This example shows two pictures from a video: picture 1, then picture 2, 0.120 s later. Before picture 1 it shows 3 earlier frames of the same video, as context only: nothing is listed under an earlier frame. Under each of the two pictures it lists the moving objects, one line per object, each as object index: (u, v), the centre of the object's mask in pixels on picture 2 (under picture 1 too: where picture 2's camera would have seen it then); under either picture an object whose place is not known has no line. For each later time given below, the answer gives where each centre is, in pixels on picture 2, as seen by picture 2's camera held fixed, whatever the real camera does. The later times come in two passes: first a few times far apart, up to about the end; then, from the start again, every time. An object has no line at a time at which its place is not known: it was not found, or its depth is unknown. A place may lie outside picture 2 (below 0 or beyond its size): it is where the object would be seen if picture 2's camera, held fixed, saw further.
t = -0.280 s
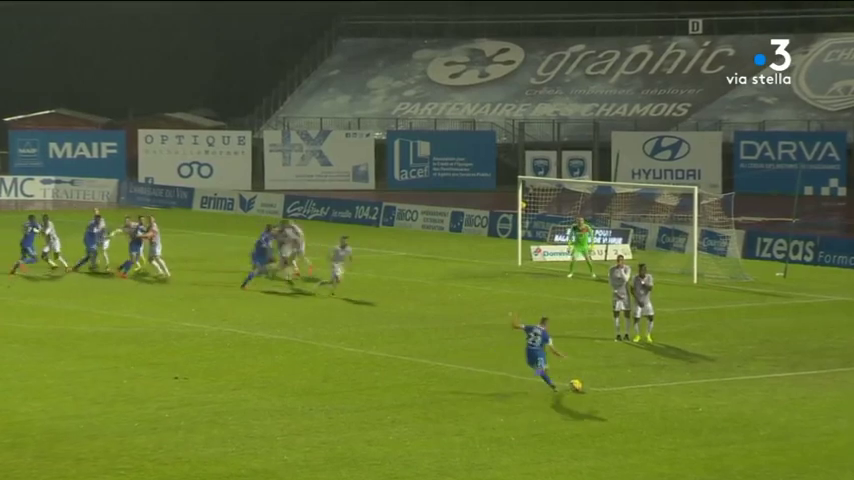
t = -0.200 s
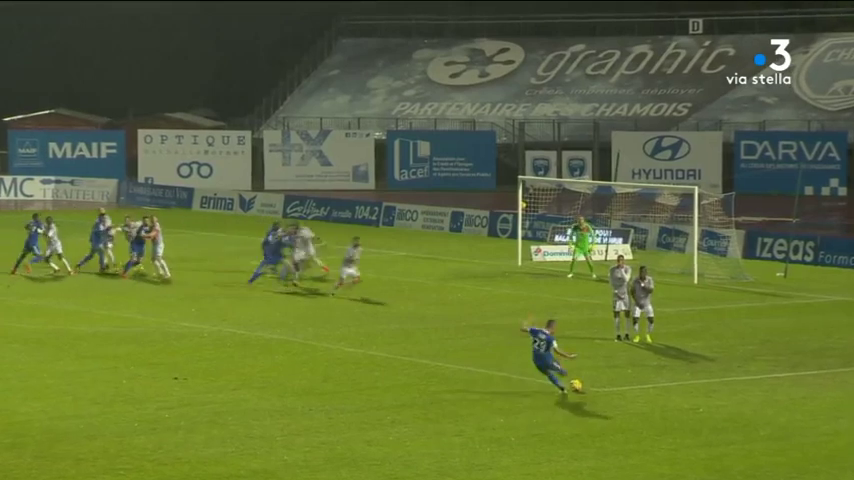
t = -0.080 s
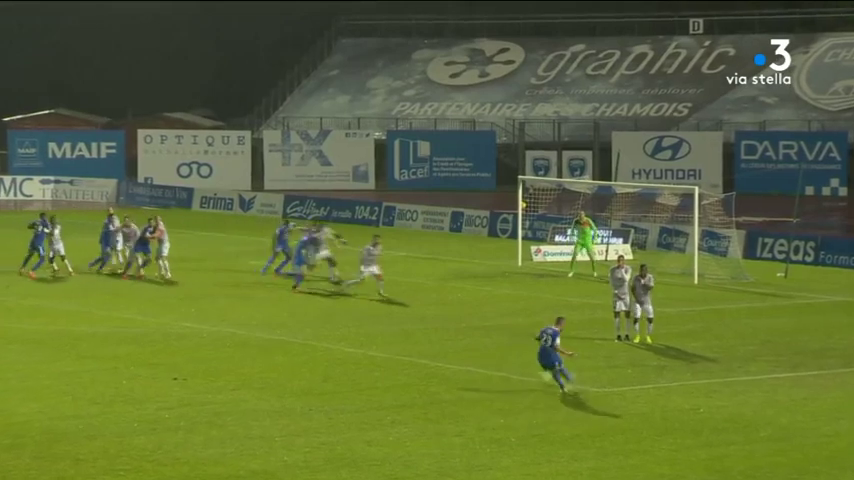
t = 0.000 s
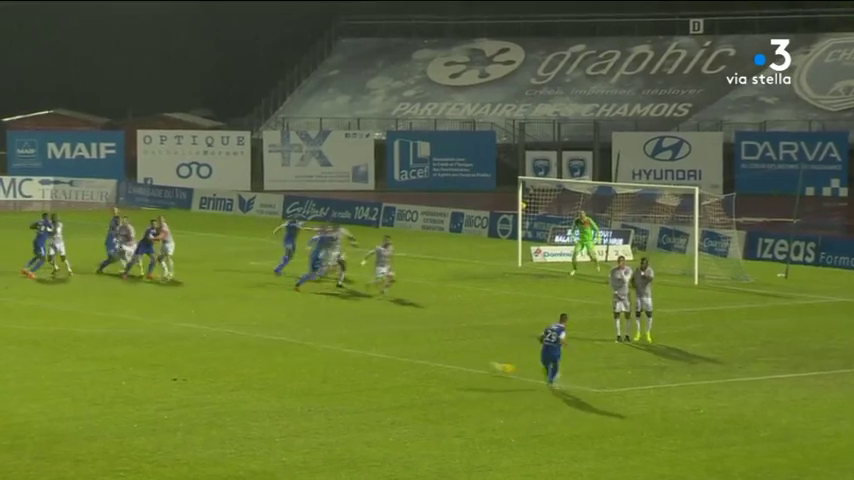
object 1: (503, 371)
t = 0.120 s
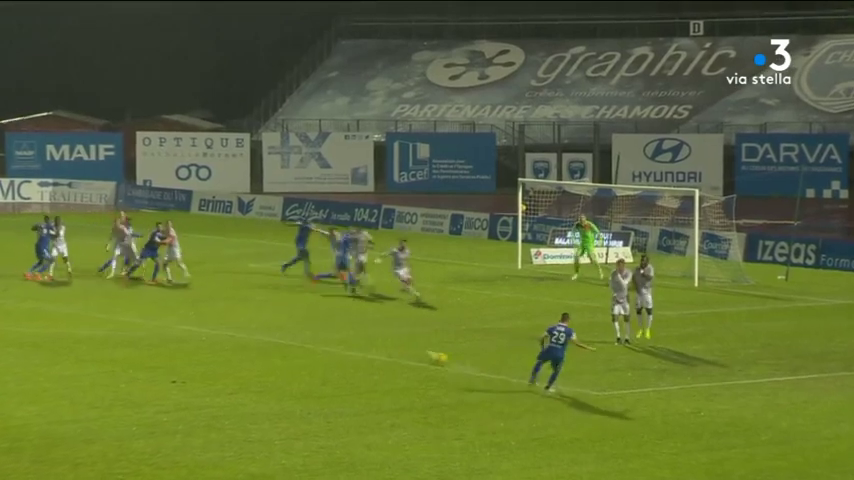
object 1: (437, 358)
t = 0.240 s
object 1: (379, 347)
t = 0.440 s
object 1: (296, 332)
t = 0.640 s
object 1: (229, 321)
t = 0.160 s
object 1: (417, 354)
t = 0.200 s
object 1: (398, 351)
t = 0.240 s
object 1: (379, 347)
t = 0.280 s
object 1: (362, 343)
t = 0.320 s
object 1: (345, 339)
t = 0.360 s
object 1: (329, 336)
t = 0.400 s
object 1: (312, 334)
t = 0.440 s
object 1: (296, 332)
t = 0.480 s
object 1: (282, 329)
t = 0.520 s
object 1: (269, 327)
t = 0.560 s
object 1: (255, 324)
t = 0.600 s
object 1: (241, 323)
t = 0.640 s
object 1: (229, 321)
